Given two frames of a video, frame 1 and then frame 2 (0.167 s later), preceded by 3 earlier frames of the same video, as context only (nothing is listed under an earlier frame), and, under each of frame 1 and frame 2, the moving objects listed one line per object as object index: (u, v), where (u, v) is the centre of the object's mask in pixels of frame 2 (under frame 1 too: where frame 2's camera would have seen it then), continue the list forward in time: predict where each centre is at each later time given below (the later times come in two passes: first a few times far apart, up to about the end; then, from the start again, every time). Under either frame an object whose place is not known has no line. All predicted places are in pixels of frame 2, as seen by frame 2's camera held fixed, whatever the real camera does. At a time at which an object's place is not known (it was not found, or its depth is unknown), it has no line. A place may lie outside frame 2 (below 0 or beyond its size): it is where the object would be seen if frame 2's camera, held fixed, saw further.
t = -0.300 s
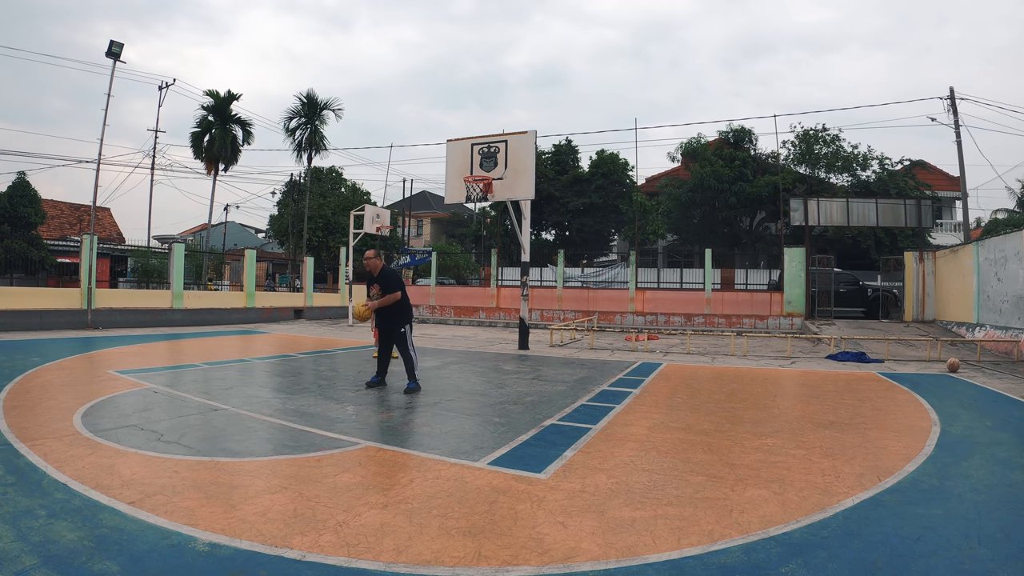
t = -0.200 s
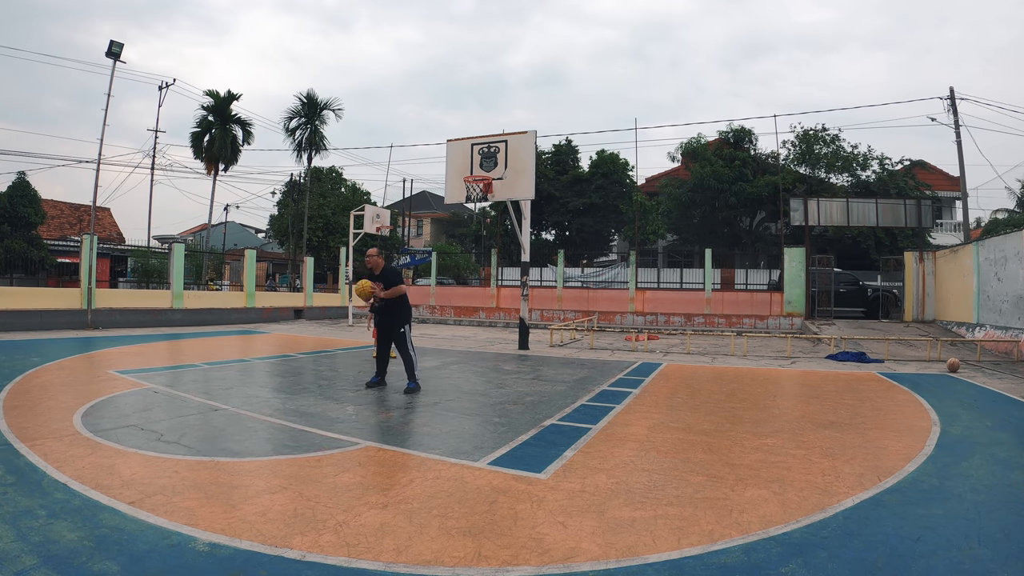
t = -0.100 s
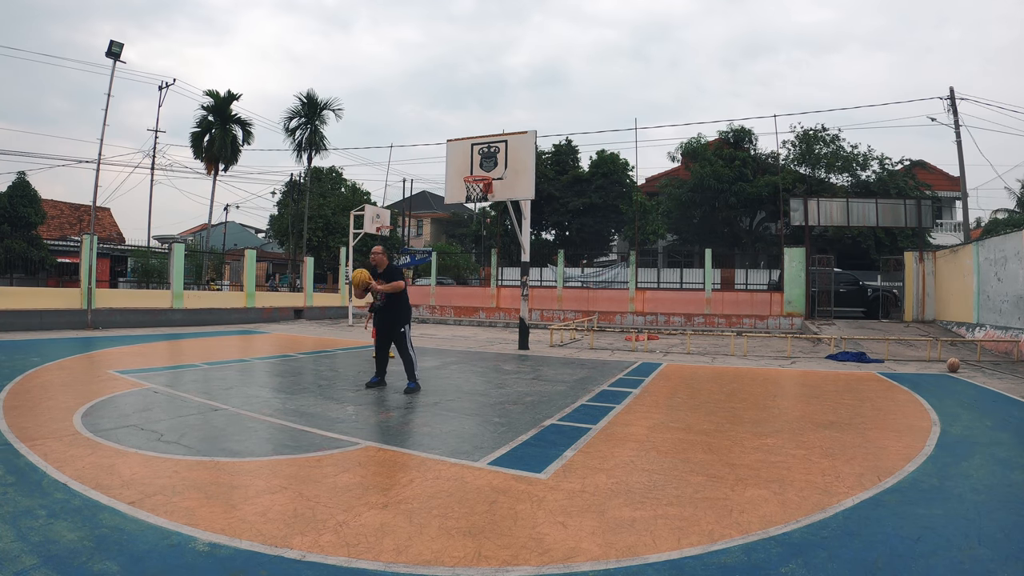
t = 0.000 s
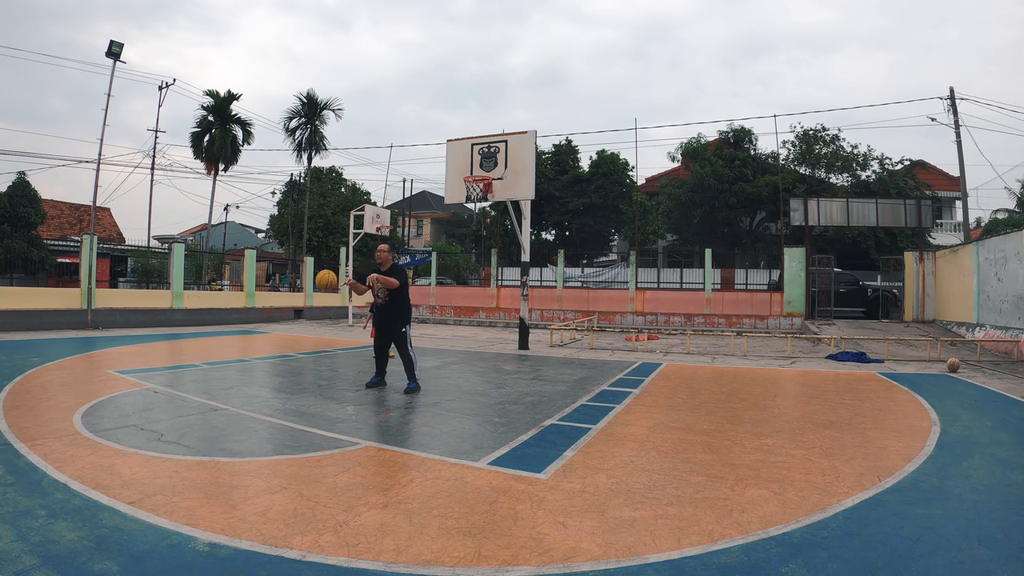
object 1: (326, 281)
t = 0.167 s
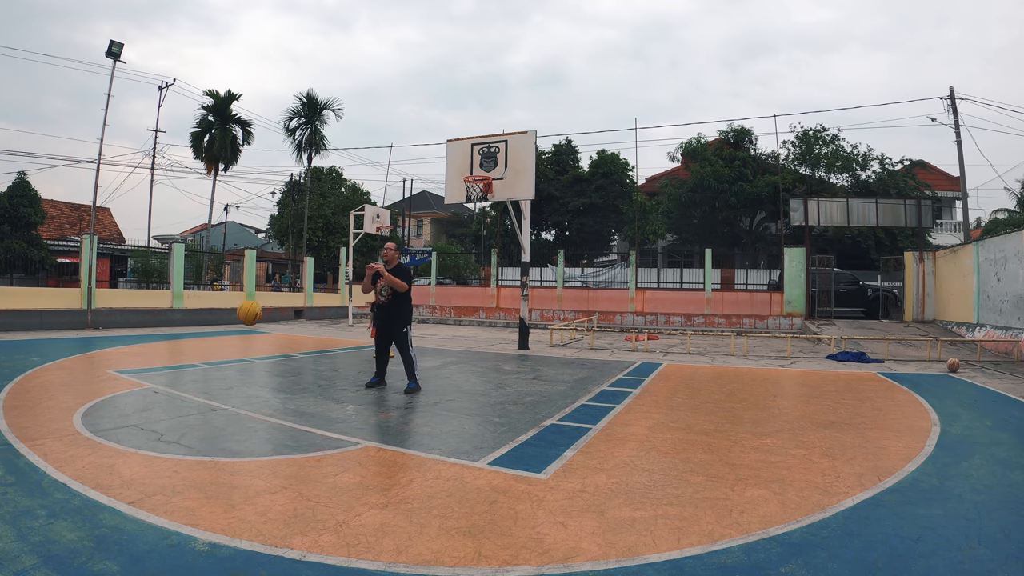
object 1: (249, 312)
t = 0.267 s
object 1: (192, 355)
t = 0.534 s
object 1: (53, 359)
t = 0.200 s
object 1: (231, 324)
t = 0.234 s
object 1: (212, 338)
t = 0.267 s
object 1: (192, 355)
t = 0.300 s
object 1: (171, 373)
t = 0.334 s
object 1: (150, 394)
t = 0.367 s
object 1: (128, 417)
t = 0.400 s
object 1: (110, 424)
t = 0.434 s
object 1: (95, 407)
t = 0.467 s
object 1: (81, 391)
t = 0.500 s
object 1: (67, 375)
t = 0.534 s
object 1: (53, 359)
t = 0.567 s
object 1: (38, 346)
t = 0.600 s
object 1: (22, 333)
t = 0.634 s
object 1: (11, 323)
